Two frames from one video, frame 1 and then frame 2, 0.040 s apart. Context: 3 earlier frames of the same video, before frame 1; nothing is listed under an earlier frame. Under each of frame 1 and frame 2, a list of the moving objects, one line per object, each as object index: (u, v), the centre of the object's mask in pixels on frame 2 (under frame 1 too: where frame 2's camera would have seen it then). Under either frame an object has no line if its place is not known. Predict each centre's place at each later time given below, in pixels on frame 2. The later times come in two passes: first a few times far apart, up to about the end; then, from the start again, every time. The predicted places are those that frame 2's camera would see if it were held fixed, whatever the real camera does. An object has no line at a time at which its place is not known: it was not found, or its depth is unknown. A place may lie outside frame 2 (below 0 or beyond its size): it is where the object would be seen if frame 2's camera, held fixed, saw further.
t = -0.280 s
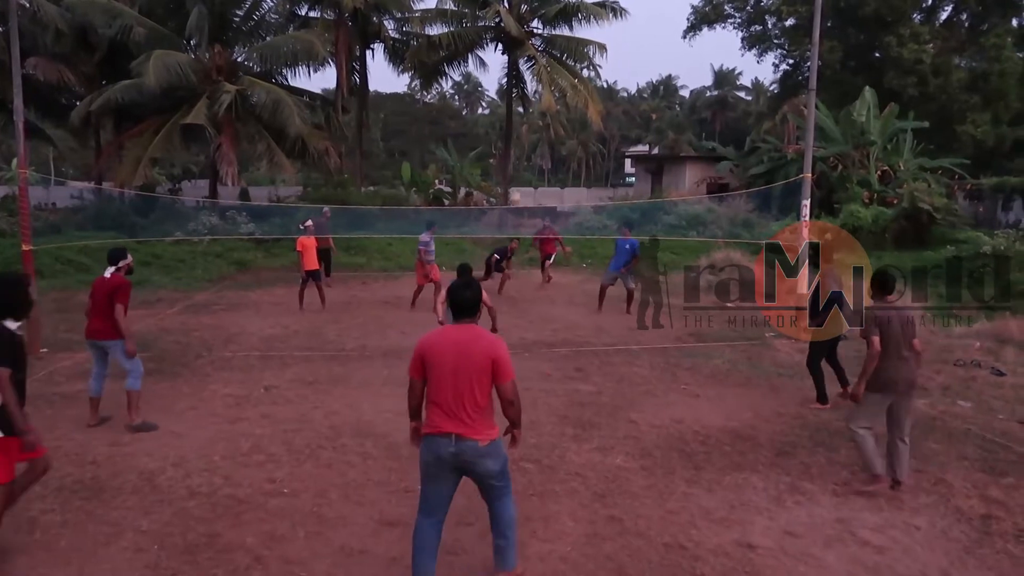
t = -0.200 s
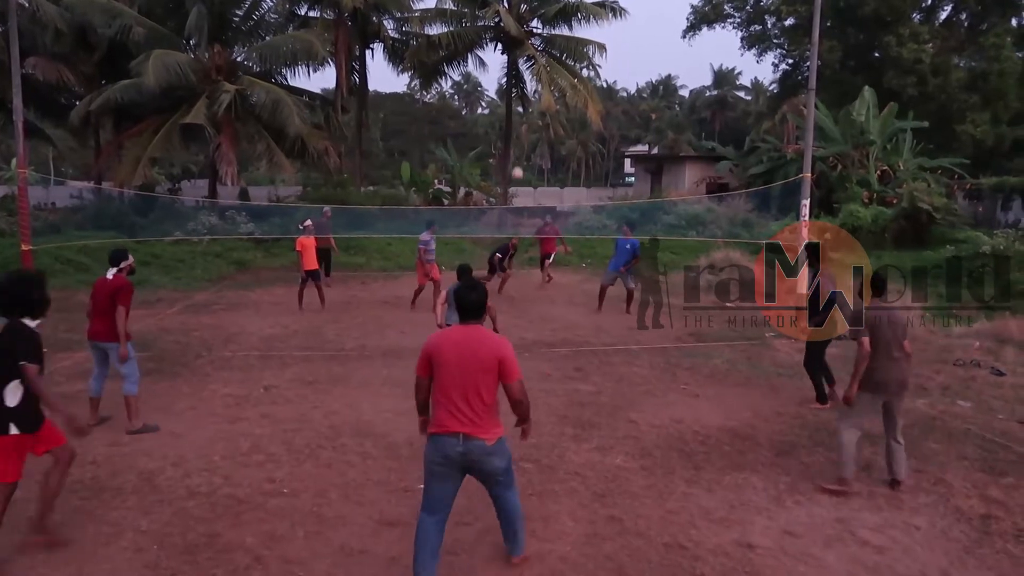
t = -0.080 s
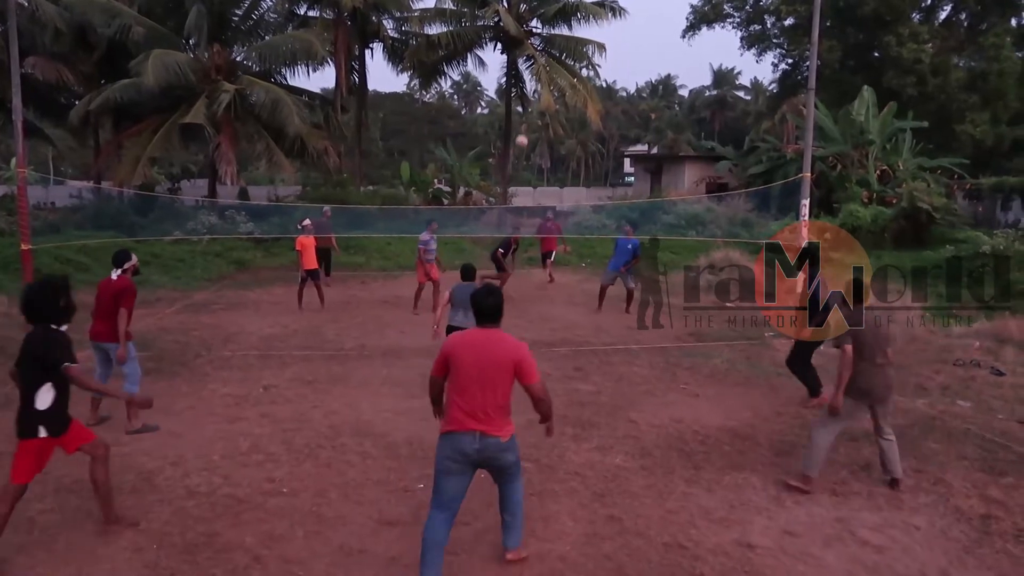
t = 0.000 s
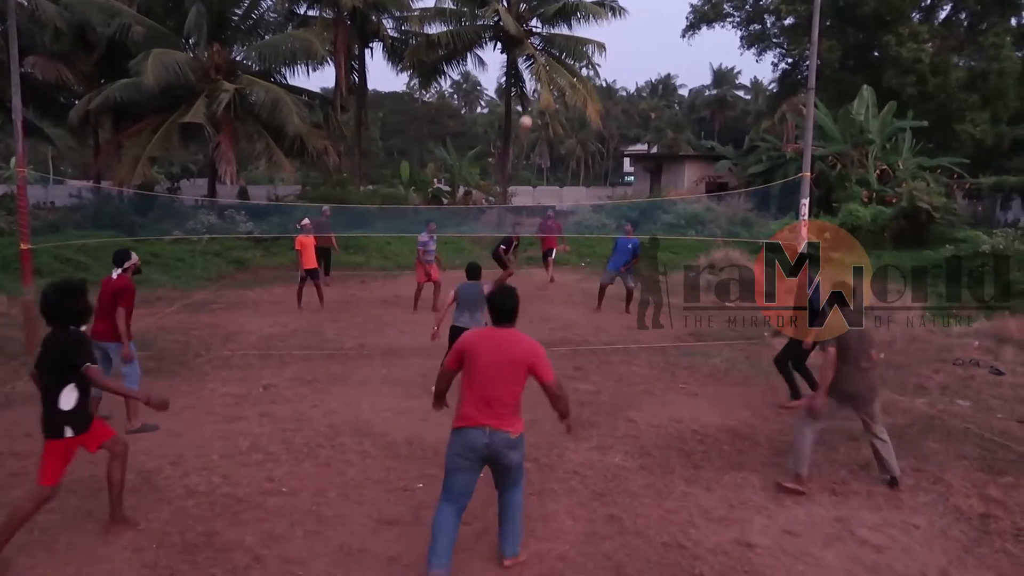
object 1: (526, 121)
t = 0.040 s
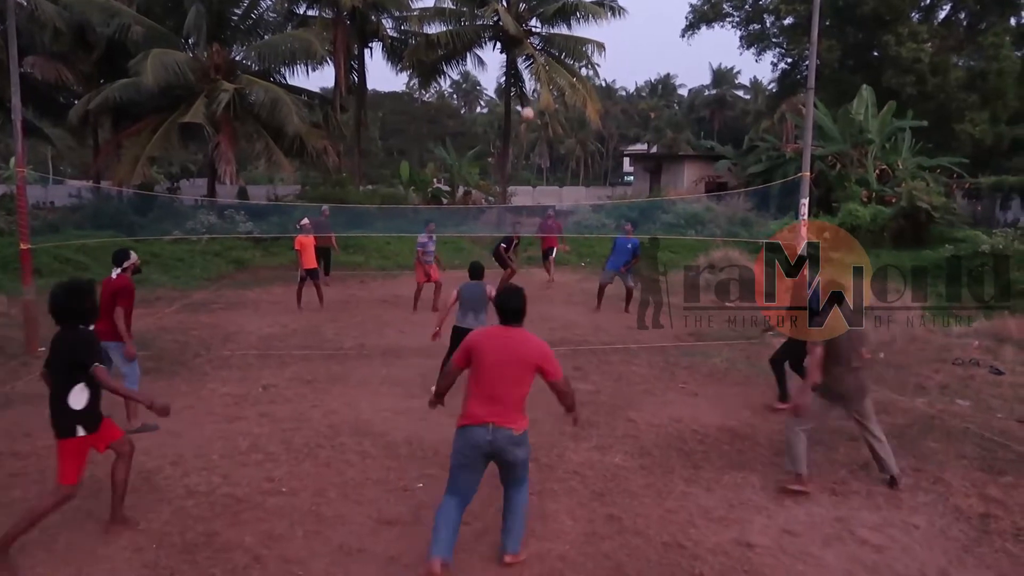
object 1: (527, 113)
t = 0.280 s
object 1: (542, 81)
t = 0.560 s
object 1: (565, 89)
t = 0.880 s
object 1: (596, 199)
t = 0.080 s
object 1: (529, 106)
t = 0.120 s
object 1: (531, 100)
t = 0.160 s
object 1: (534, 94)
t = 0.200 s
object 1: (536, 88)
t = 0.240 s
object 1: (539, 84)
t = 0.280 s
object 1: (542, 81)
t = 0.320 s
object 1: (545, 79)
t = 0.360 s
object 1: (548, 78)
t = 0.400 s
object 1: (551, 77)
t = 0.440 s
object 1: (554, 78)
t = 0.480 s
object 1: (557, 81)
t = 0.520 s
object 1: (561, 85)
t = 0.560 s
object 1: (565, 89)
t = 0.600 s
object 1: (569, 96)
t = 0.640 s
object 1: (573, 104)
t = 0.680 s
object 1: (576, 115)
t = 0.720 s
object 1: (581, 128)
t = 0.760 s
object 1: (585, 142)
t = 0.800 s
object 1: (588, 159)
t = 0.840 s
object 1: (592, 177)
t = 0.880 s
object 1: (596, 199)
